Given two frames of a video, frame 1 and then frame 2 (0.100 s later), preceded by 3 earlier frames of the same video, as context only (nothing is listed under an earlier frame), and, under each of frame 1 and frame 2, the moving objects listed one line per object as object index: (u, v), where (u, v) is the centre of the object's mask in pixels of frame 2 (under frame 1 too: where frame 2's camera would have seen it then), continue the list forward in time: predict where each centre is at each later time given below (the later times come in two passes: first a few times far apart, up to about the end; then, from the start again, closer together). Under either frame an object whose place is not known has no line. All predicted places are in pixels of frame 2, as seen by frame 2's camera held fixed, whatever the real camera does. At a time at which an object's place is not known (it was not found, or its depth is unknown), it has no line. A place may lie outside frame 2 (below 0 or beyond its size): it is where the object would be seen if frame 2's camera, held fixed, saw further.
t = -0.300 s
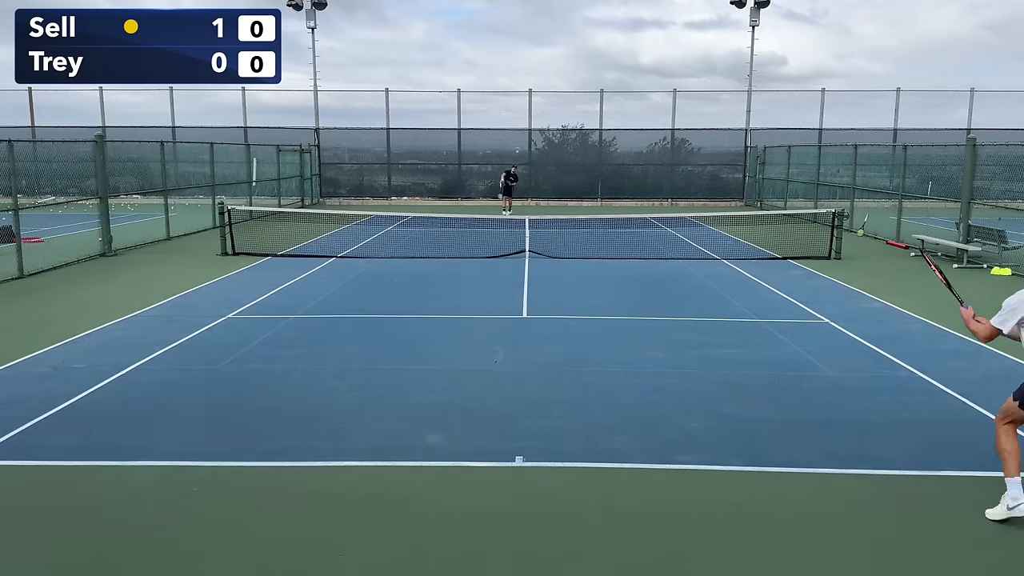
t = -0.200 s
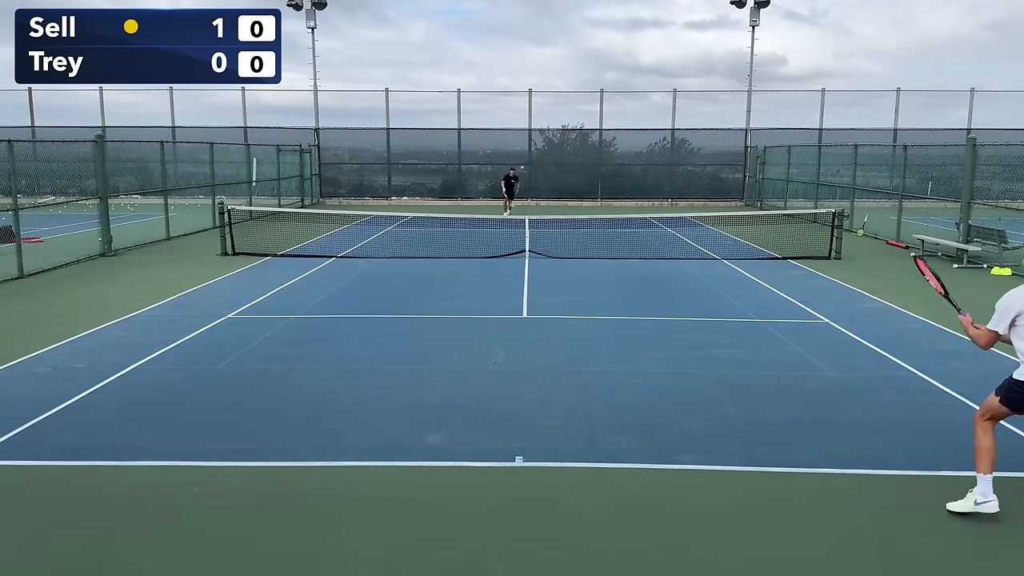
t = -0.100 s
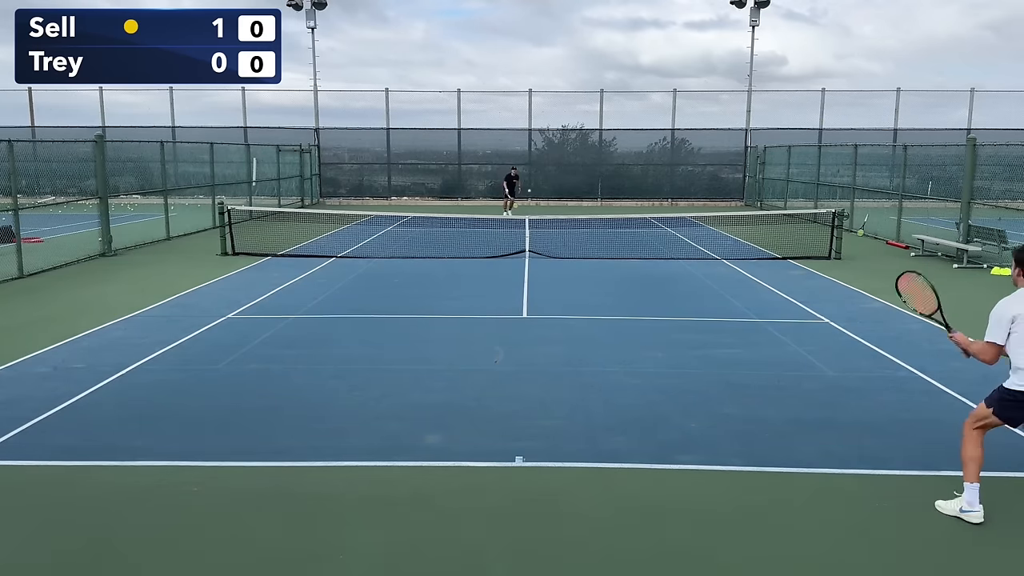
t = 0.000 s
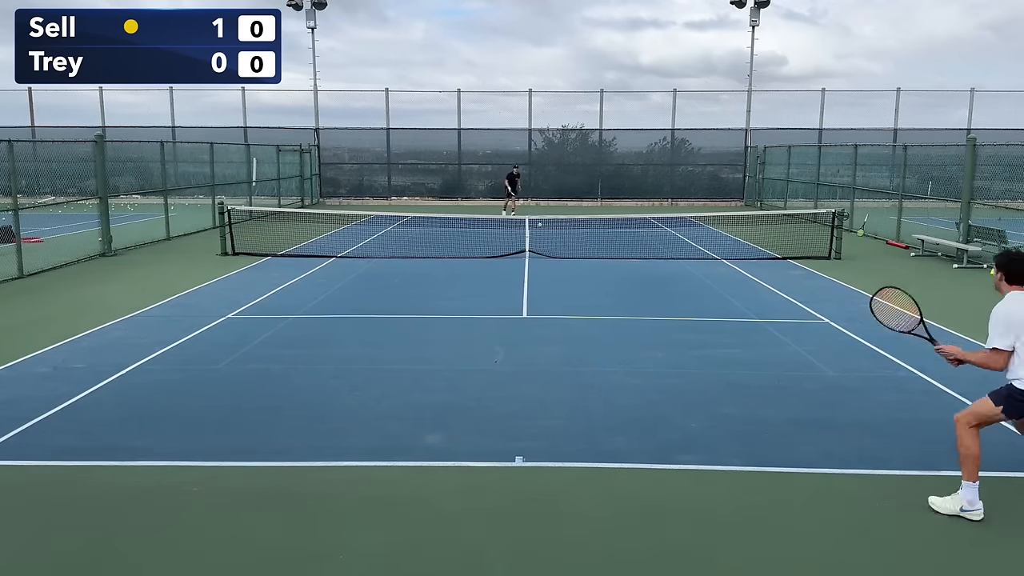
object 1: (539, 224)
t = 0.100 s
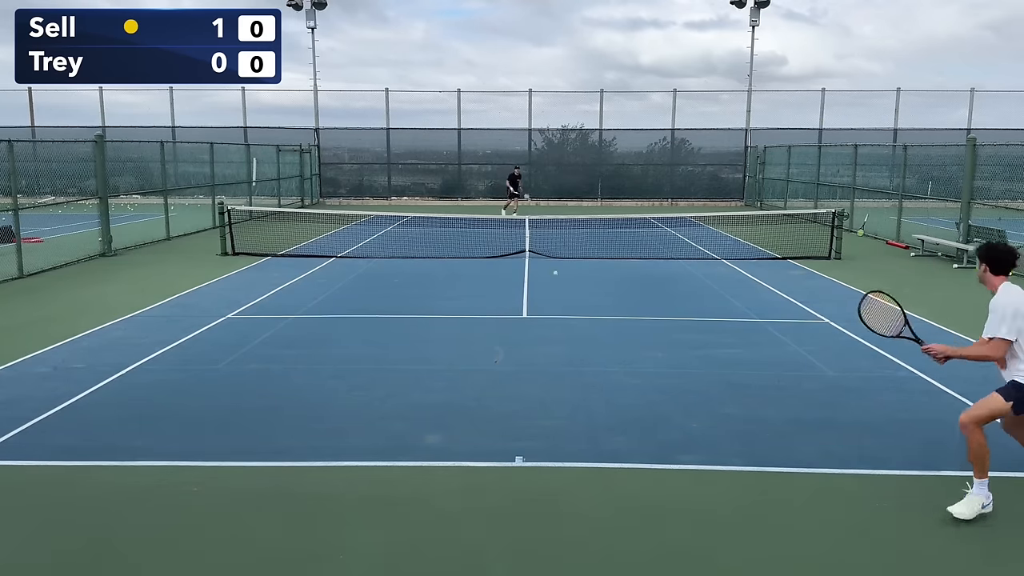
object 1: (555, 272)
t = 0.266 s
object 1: (579, 261)
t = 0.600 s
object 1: (670, 249)
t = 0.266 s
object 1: (579, 261)
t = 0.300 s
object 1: (584, 255)
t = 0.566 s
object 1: (658, 245)
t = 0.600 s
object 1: (670, 249)
